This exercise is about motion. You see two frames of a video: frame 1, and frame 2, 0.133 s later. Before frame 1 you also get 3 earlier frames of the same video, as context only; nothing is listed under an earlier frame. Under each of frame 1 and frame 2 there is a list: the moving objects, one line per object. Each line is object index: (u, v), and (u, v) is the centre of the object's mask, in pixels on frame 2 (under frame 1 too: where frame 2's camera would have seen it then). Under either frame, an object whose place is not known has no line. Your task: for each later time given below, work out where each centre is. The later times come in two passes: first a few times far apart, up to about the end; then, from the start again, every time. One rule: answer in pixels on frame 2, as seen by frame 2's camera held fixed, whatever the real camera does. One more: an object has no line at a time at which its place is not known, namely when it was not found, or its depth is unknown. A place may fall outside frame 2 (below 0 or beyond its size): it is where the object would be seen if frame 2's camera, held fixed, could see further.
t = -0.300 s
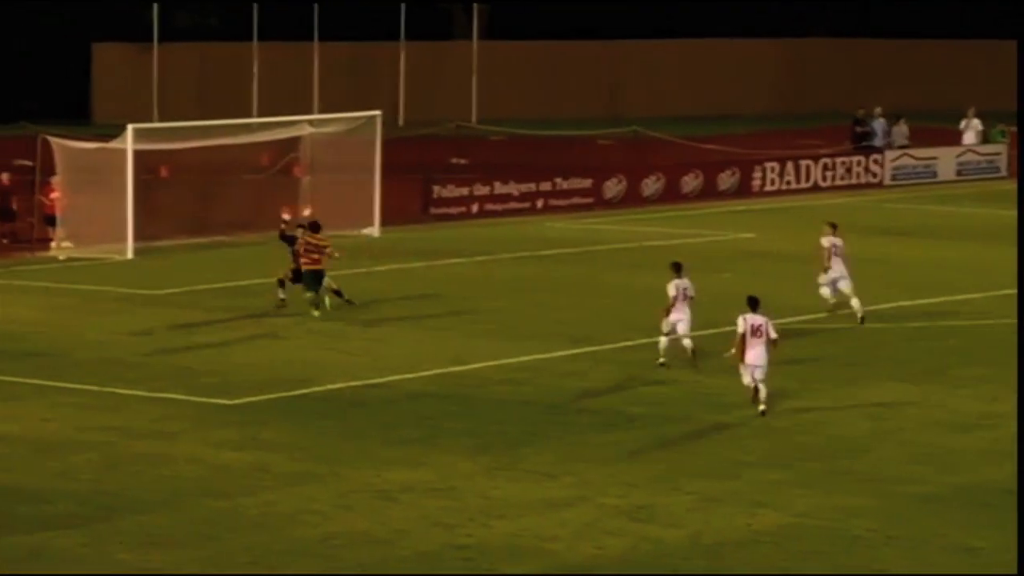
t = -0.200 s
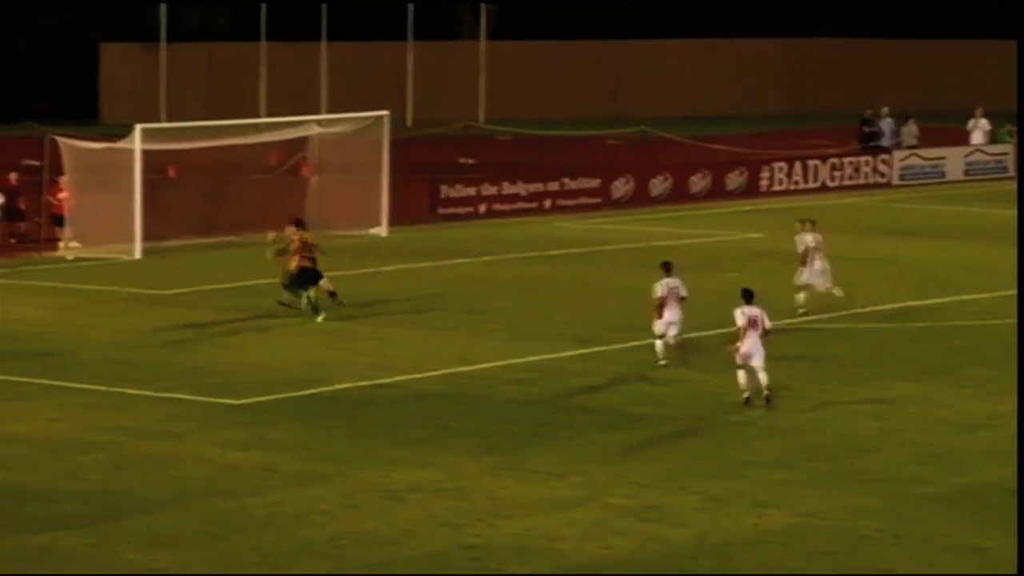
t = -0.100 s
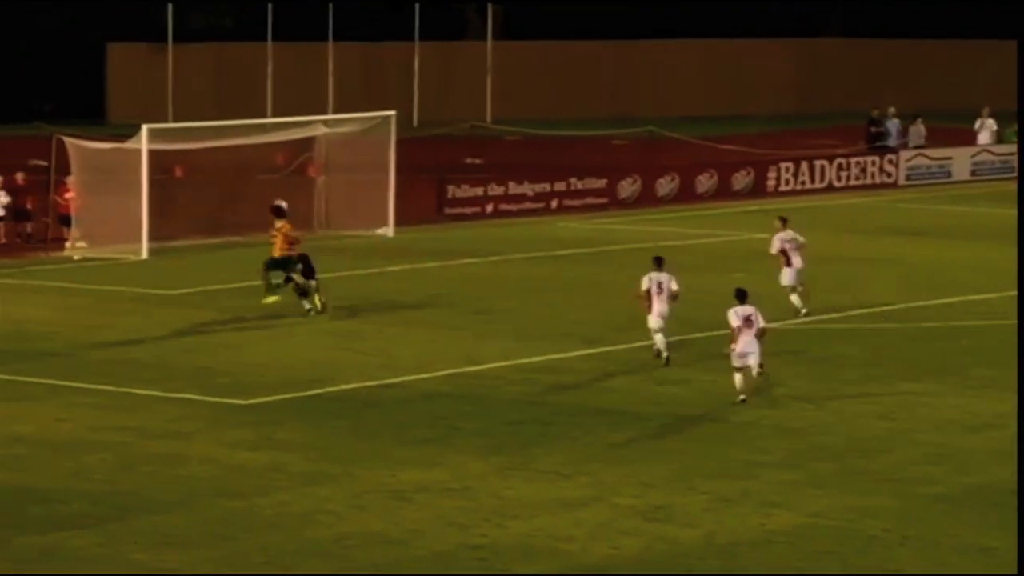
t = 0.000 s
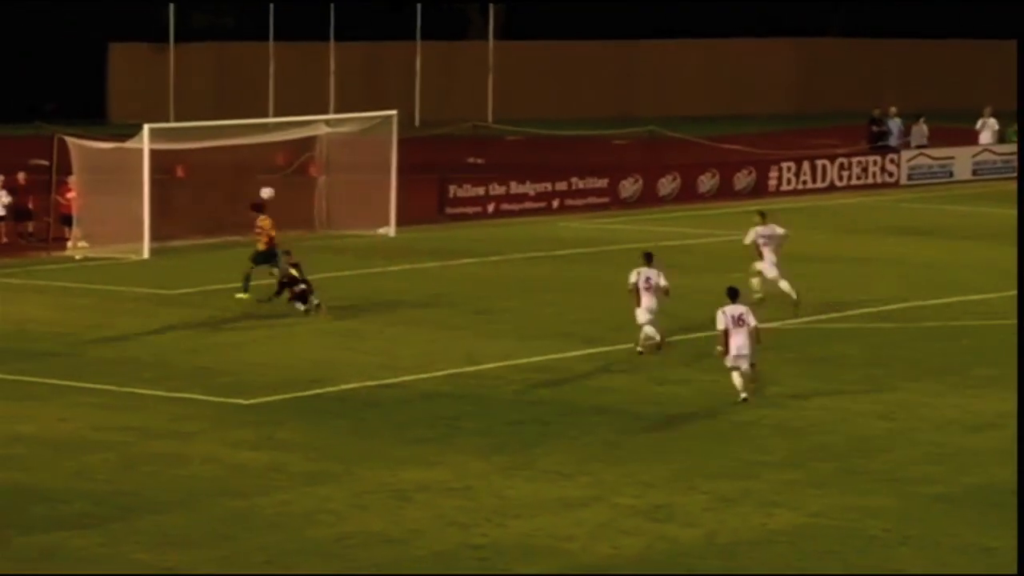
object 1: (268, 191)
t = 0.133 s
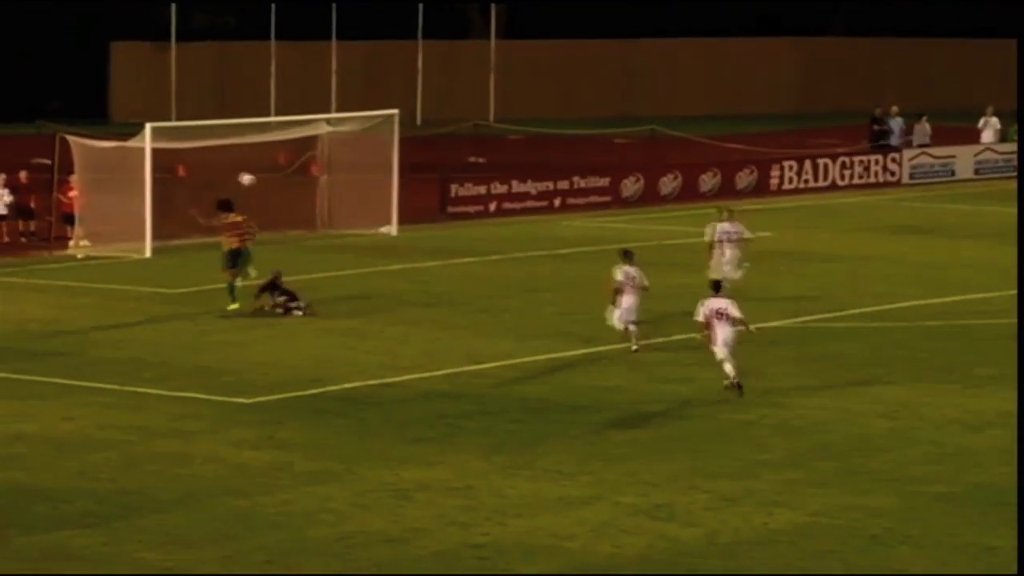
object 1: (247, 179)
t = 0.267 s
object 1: (231, 176)
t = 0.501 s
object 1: (209, 190)
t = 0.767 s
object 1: (192, 234)
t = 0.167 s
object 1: (244, 178)
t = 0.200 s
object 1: (238, 177)
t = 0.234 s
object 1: (233, 176)
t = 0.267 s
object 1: (231, 176)
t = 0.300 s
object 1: (226, 177)
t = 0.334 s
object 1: (224, 178)
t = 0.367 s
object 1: (220, 180)
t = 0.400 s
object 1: (216, 182)
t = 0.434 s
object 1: (214, 184)
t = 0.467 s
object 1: (211, 188)
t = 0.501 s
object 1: (209, 190)
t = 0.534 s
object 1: (206, 195)
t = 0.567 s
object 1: (203, 201)
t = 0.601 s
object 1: (202, 204)
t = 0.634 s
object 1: (199, 211)
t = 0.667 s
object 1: (197, 214)
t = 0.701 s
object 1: (195, 222)
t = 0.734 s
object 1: (192, 230)
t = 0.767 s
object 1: (192, 234)
